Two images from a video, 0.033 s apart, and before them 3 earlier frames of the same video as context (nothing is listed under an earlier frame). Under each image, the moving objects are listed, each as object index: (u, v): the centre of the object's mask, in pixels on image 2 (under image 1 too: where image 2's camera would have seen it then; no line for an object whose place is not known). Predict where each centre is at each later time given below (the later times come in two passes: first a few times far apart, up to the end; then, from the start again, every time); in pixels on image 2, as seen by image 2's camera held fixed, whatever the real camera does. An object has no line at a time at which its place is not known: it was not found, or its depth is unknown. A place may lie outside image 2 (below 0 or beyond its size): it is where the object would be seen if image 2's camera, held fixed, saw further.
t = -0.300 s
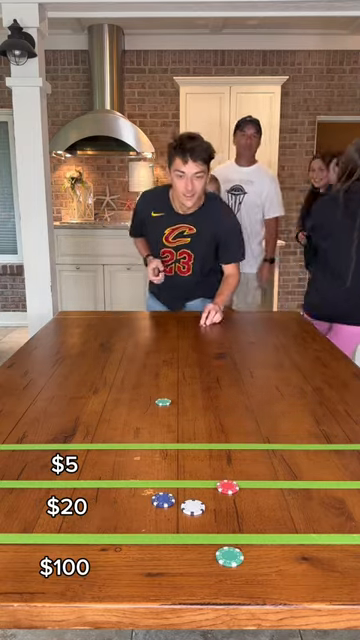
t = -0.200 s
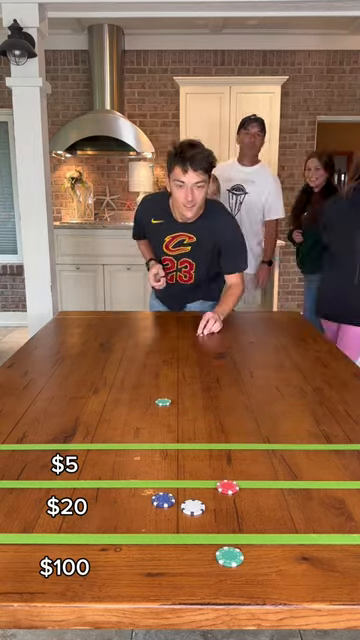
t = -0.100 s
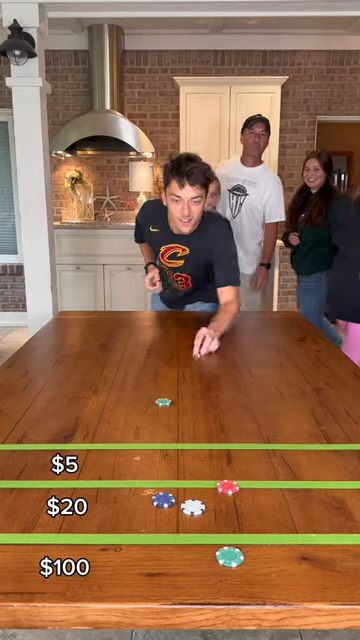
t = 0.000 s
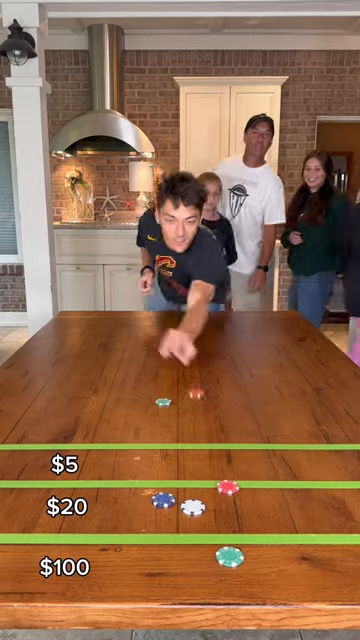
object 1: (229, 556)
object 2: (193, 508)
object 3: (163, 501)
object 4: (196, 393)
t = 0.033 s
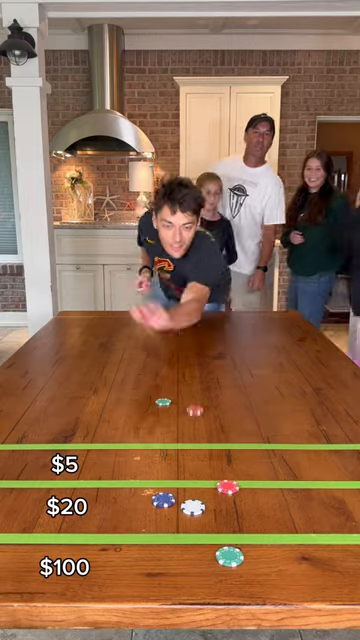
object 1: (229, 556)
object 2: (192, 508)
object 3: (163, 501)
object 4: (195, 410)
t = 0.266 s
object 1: (268, 564)
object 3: (142, 505)
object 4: (187, 500)
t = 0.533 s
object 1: (315, 573)
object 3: (136, 507)
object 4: (187, 500)
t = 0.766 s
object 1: (315, 573)
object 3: (136, 507)
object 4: (187, 500)
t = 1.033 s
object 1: (315, 573)
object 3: (136, 507)
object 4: (187, 500)
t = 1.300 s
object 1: (315, 573)
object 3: (136, 507)
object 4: (187, 500)
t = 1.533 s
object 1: (315, 573)
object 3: (136, 507)
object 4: (187, 500)
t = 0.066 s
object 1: (229, 556)
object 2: (193, 508)
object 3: (163, 501)
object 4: (194, 431)
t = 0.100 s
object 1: (229, 556)
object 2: (193, 508)
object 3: (163, 501)
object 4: (192, 456)
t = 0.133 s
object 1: (229, 556)
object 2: (193, 508)
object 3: (163, 501)
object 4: (189, 487)
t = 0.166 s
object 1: (229, 557)
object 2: (198, 534)
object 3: (160, 501)
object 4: (185, 497)
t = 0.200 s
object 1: (238, 558)
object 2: (198, 574)
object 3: (152, 503)
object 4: (186, 499)
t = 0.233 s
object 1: (253, 561)
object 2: (188, 622)
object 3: (146, 505)
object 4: (186, 500)
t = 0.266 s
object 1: (268, 564)
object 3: (142, 505)
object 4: (187, 500)
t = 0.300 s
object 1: (280, 566)
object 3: (139, 506)
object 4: (187, 500)
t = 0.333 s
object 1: (291, 568)
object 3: (137, 507)
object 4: (187, 500)
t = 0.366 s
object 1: (300, 570)
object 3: (136, 507)
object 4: (187, 500)
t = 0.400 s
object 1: (307, 571)
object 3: (137, 507)
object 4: (187, 500)
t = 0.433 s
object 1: (312, 572)
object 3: (136, 507)
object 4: (187, 500)
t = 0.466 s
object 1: (314, 573)
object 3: (137, 507)
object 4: (187, 500)
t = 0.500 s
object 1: (315, 573)
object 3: (136, 507)
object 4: (187, 500)
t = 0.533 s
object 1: (315, 573)
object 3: (136, 507)
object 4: (187, 500)
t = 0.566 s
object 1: (315, 573)
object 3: (136, 507)
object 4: (187, 500)
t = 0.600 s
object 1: (315, 573)
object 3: (136, 507)
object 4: (187, 500)
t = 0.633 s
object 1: (315, 573)
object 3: (136, 507)
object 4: (187, 500)
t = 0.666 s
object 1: (315, 573)
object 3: (136, 507)
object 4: (187, 500)
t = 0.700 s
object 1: (315, 573)
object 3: (136, 507)
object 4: (187, 500)
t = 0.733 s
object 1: (315, 573)
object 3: (136, 507)
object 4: (187, 500)
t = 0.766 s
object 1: (315, 573)
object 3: (136, 507)
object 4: (187, 500)
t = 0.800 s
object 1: (315, 573)
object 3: (136, 507)
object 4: (187, 500)
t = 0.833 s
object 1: (315, 573)
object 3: (136, 507)
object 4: (187, 500)
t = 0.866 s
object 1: (315, 573)
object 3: (136, 507)
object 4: (187, 500)
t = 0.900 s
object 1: (315, 573)
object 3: (136, 507)
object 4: (187, 500)
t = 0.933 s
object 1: (315, 573)
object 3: (136, 507)
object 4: (187, 500)
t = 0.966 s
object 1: (315, 573)
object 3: (136, 507)
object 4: (187, 500)
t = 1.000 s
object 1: (315, 573)
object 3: (136, 507)
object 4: (187, 500)
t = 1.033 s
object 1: (315, 573)
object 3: (136, 507)
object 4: (187, 500)
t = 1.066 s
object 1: (315, 573)
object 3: (136, 507)
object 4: (187, 500)
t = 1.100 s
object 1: (315, 573)
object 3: (136, 507)
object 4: (187, 500)
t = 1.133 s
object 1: (315, 573)
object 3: (136, 507)
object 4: (187, 500)
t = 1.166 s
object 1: (315, 573)
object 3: (136, 507)
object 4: (187, 500)
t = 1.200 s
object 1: (315, 573)
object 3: (136, 507)
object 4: (187, 500)
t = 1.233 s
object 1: (315, 573)
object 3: (136, 507)
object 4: (187, 500)
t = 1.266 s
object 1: (315, 573)
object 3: (136, 507)
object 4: (187, 500)
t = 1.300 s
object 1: (315, 573)
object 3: (136, 507)
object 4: (187, 500)
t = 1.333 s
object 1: (315, 573)
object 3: (136, 507)
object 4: (187, 500)
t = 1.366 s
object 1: (315, 573)
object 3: (136, 507)
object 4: (187, 500)
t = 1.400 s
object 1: (315, 573)
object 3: (136, 507)
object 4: (187, 500)
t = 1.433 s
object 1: (315, 573)
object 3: (136, 507)
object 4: (187, 500)
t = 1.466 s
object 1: (315, 573)
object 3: (136, 507)
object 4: (187, 500)
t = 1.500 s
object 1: (315, 573)
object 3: (136, 507)
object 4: (187, 500)
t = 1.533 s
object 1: (315, 573)
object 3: (136, 507)
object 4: (187, 500)
